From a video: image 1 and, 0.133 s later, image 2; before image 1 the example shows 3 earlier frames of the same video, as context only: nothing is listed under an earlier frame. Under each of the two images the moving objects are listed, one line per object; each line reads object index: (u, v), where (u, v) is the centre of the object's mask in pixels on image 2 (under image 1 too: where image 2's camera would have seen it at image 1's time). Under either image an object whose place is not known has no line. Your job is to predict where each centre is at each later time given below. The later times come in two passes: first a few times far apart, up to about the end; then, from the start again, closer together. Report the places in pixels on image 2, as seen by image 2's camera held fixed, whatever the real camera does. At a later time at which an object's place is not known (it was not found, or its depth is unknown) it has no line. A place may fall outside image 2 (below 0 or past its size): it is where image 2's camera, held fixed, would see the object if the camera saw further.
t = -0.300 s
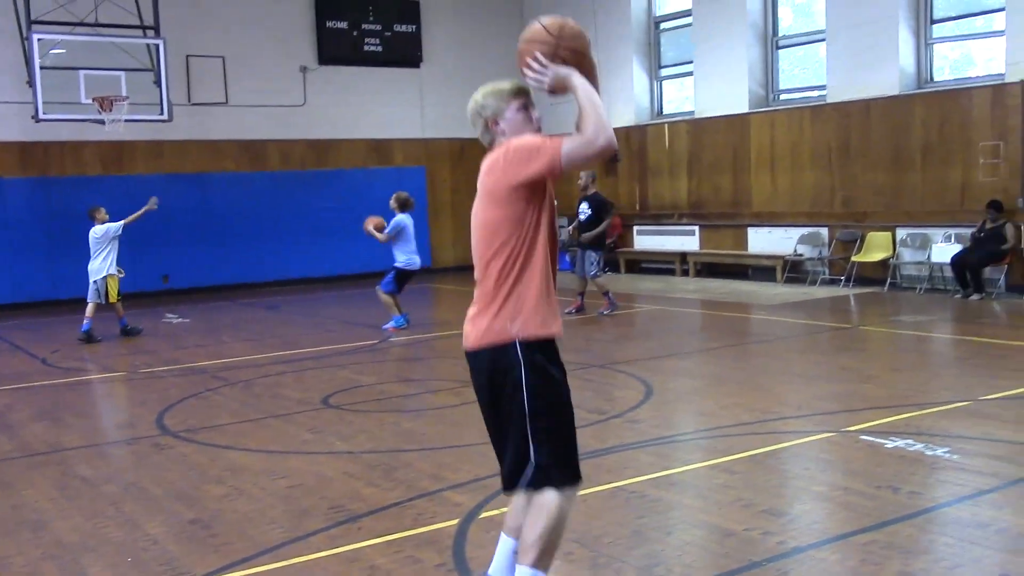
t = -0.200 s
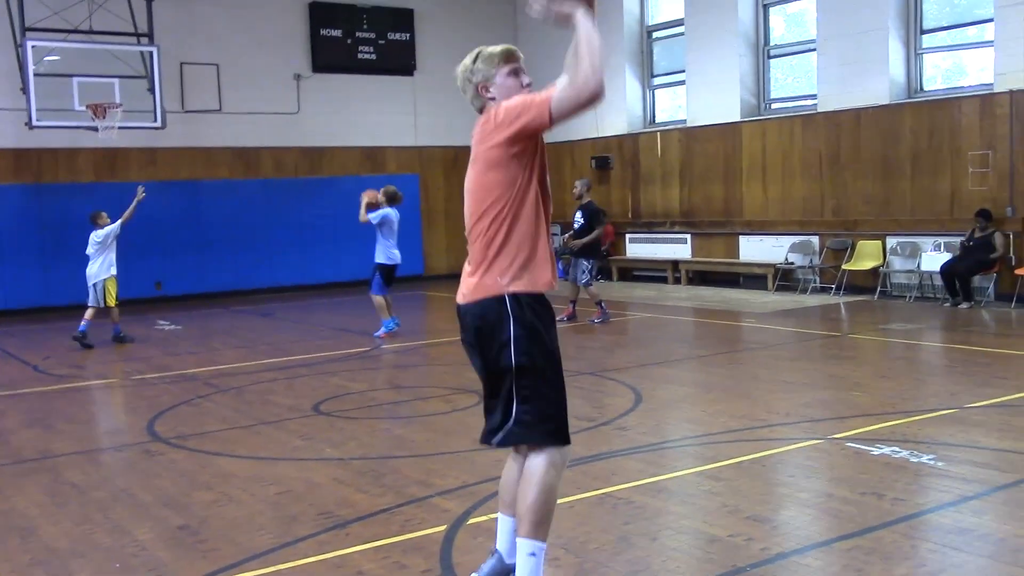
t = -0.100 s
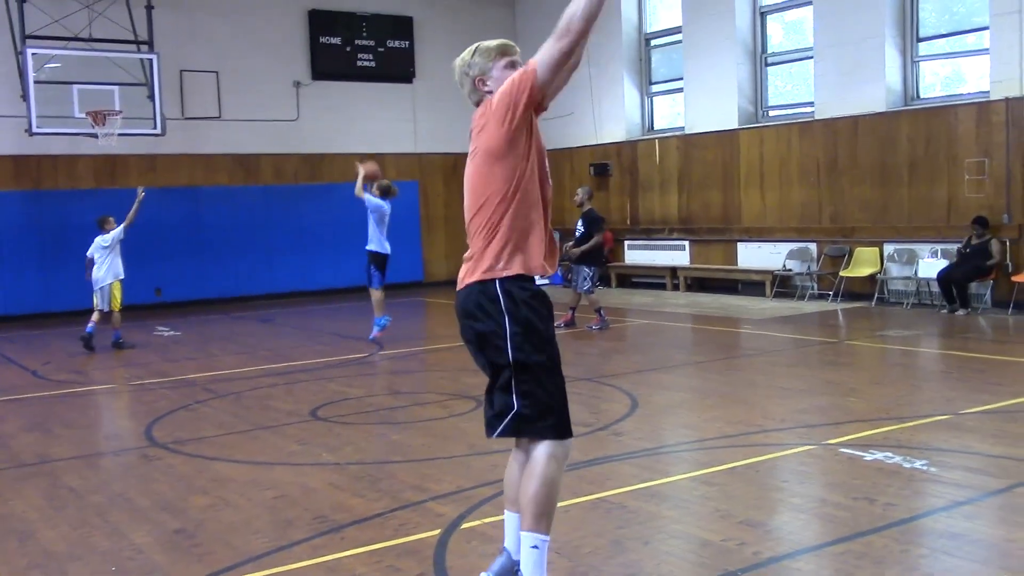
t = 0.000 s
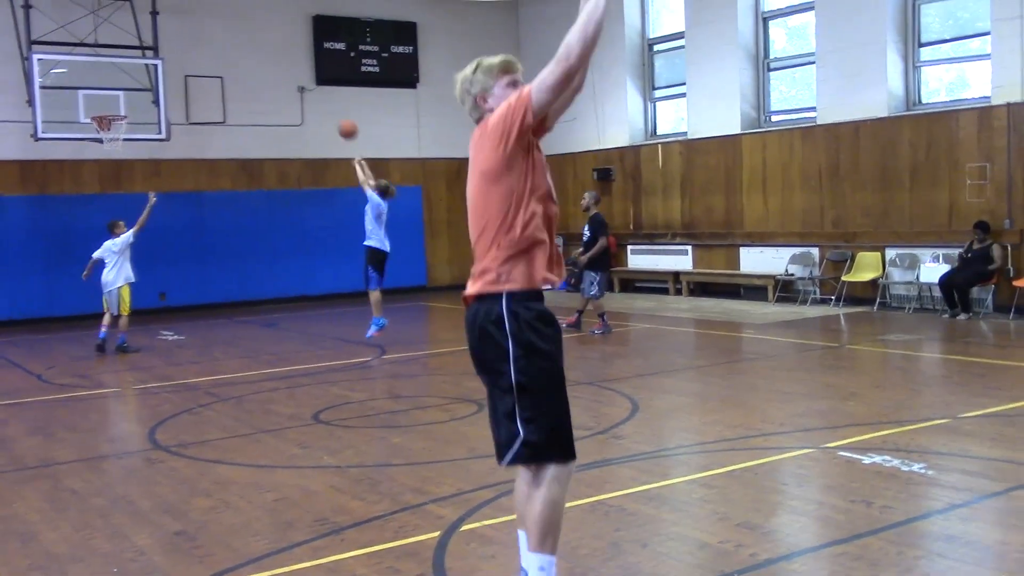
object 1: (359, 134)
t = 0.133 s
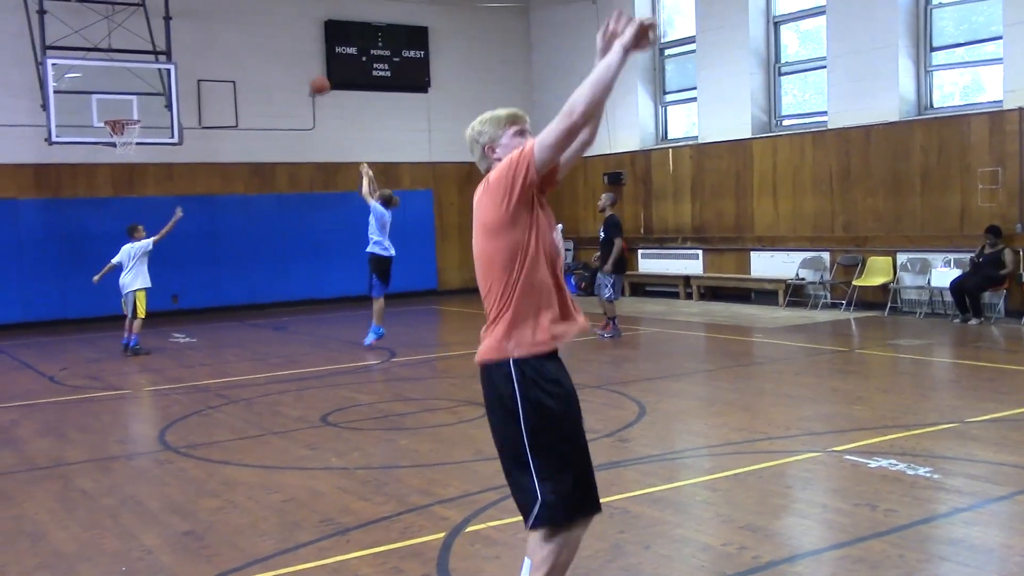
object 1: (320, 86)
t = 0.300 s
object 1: (274, 47)
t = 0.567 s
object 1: (210, 33)
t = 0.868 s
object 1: (150, 77)
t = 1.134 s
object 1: (111, 141)
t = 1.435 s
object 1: (97, 193)
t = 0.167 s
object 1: (310, 75)
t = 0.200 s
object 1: (301, 66)
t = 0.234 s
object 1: (292, 59)
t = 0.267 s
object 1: (282, 52)
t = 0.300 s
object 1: (274, 47)
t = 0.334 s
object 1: (265, 42)
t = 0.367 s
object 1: (257, 38)
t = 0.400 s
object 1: (249, 35)
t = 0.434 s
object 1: (241, 33)
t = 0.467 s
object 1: (233, 32)
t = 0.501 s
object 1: (225, 31)
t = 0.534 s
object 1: (217, 32)
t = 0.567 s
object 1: (210, 33)
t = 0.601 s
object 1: (203, 35)
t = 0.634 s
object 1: (196, 38)
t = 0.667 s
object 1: (189, 41)
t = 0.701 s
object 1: (182, 45)
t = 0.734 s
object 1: (174, 51)
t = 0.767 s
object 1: (169, 56)
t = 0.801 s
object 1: (163, 63)
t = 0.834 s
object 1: (156, 69)
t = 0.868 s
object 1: (150, 77)
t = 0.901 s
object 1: (145, 86)
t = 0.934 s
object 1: (138, 95)
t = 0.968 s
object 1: (132, 105)
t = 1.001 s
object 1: (127, 115)
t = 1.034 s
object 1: (118, 127)
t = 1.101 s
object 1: (114, 138)
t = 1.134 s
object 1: (111, 141)
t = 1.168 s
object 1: (110, 144)
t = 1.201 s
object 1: (108, 147)
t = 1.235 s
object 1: (107, 151)
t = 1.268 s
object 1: (105, 156)
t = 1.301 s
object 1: (103, 162)
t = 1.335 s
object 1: (101, 170)
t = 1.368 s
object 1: (99, 177)
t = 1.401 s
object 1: (99, 186)
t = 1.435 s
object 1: (97, 193)
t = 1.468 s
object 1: (96, 204)
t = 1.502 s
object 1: (94, 214)
